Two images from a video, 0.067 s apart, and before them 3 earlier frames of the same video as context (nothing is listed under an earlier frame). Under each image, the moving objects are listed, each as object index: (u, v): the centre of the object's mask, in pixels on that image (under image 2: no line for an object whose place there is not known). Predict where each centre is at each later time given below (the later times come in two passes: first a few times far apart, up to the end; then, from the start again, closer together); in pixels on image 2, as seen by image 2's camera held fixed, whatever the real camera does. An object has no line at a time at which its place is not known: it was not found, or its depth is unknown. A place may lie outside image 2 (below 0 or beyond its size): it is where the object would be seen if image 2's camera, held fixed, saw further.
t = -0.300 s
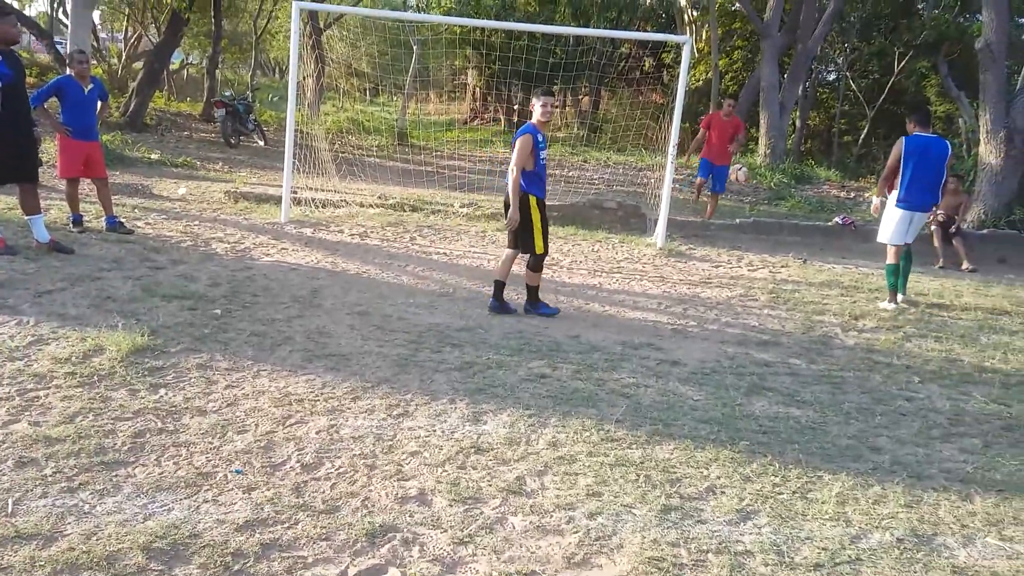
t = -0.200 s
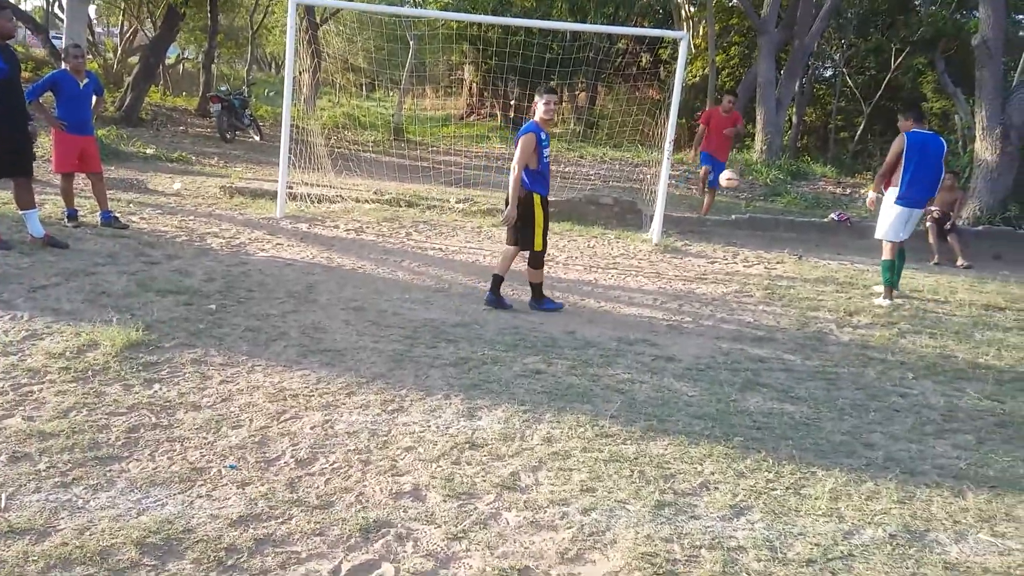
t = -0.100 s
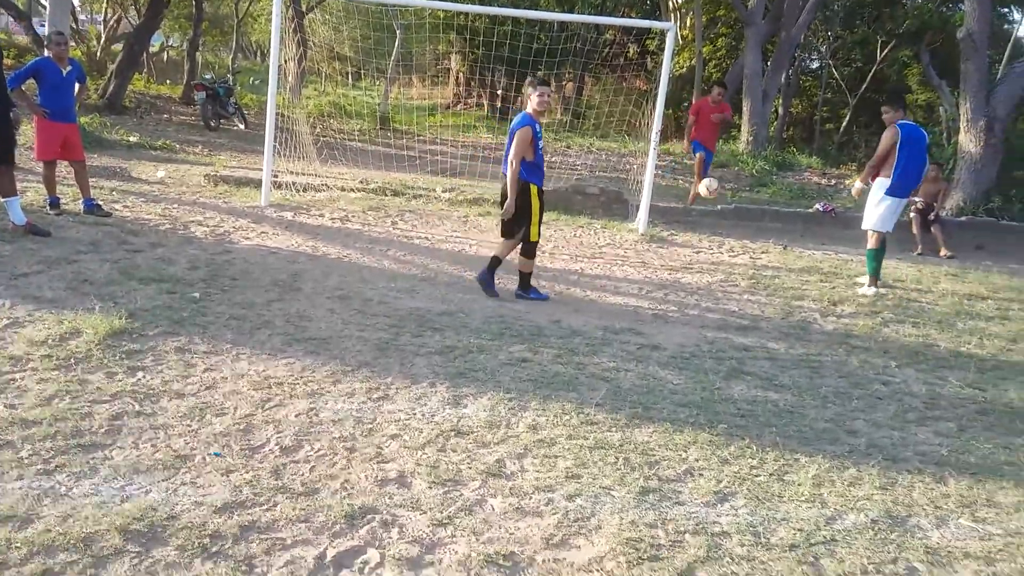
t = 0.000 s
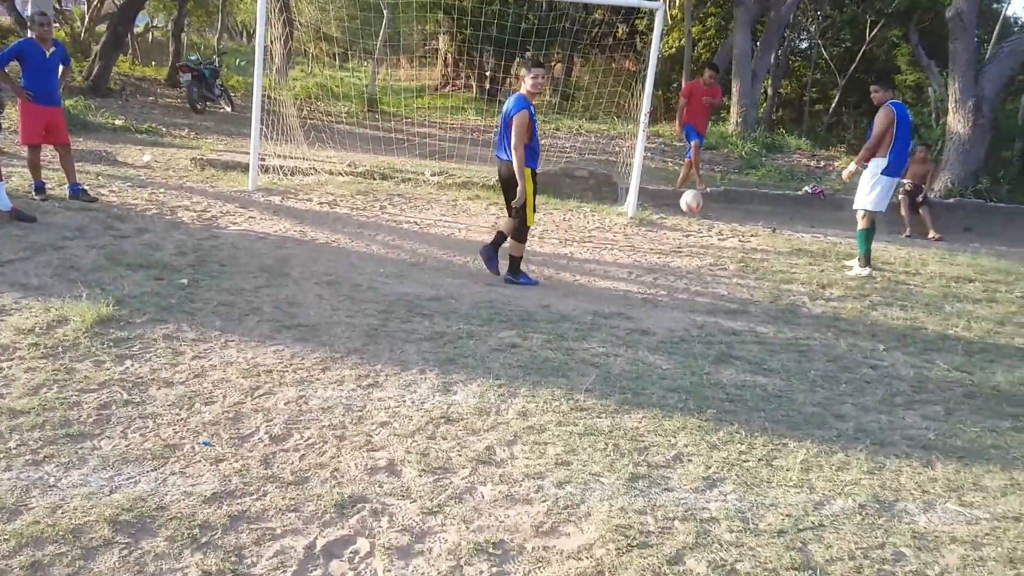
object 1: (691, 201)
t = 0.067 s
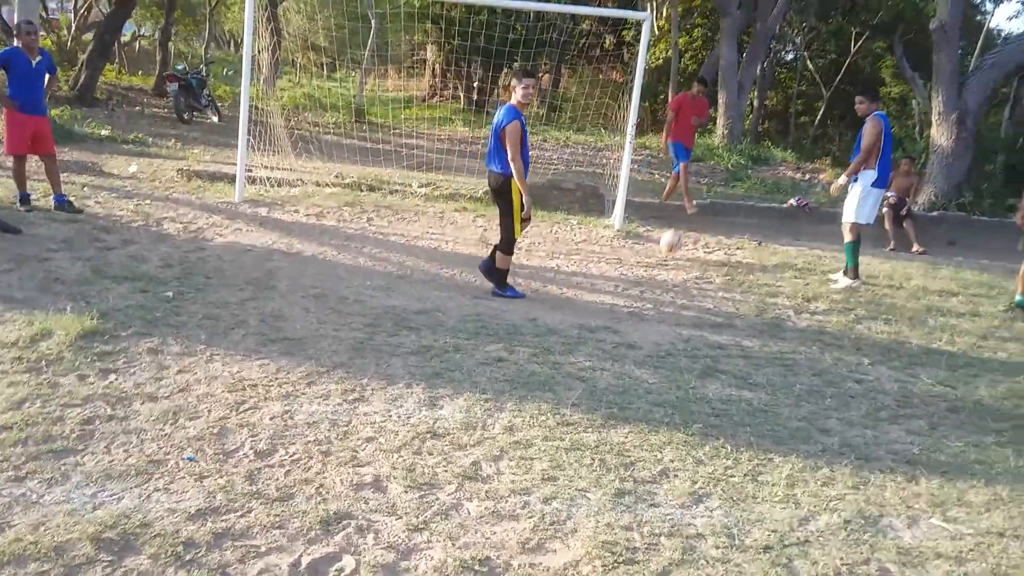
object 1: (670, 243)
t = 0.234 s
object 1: (667, 244)
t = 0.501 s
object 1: (652, 287)
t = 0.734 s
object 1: (642, 281)
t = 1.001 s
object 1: (619, 333)
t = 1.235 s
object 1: (595, 378)
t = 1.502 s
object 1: (559, 429)
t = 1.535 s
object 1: (553, 439)
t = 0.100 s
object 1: (669, 254)
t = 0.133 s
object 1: (669, 249)
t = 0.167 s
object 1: (668, 246)
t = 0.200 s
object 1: (667, 244)
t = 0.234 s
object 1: (667, 244)
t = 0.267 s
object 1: (666, 244)
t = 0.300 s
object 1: (665, 245)
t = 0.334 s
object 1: (663, 248)
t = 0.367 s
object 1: (662, 253)
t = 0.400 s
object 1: (660, 259)
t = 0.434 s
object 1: (658, 265)
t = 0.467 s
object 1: (656, 275)
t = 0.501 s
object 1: (652, 287)
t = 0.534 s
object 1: (650, 292)
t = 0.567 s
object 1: (649, 287)
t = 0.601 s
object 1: (649, 282)
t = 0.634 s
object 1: (648, 279)
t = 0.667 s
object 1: (646, 278)
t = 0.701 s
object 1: (644, 279)
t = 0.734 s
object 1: (642, 281)
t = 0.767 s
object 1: (639, 283)
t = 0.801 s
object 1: (637, 288)
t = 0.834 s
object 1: (634, 294)
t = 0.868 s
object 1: (631, 304)
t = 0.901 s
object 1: (627, 316)
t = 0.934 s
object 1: (623, 329)
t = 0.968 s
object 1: (621, 334)
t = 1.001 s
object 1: (619, 333)
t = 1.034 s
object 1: (614, 337)
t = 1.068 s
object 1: (613, 345)
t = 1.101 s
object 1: (609, 353)
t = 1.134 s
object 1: (605, 361)
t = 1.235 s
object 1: (595, 378)
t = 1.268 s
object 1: (590, 383)
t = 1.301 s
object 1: (586, 387)
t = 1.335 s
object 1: (581, 393)
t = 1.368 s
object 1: (576, 402)
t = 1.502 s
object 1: (559, 429)
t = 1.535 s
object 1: (553, 439)
